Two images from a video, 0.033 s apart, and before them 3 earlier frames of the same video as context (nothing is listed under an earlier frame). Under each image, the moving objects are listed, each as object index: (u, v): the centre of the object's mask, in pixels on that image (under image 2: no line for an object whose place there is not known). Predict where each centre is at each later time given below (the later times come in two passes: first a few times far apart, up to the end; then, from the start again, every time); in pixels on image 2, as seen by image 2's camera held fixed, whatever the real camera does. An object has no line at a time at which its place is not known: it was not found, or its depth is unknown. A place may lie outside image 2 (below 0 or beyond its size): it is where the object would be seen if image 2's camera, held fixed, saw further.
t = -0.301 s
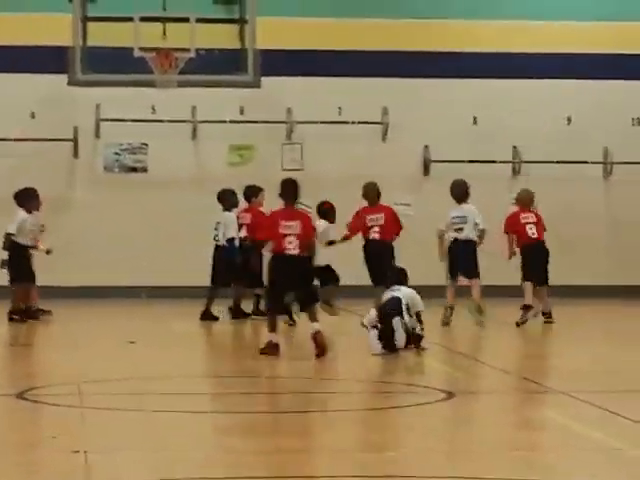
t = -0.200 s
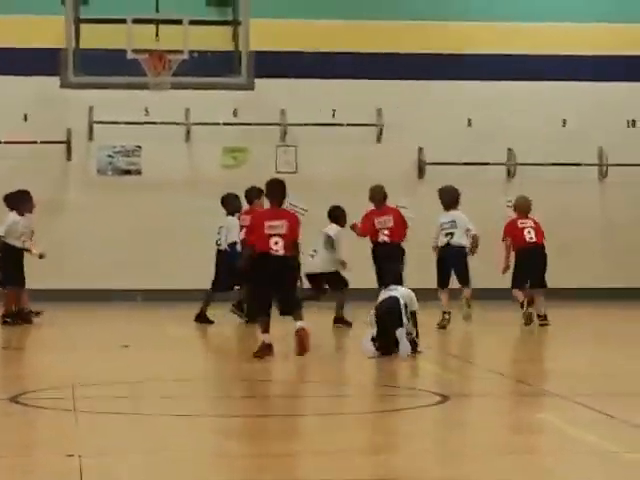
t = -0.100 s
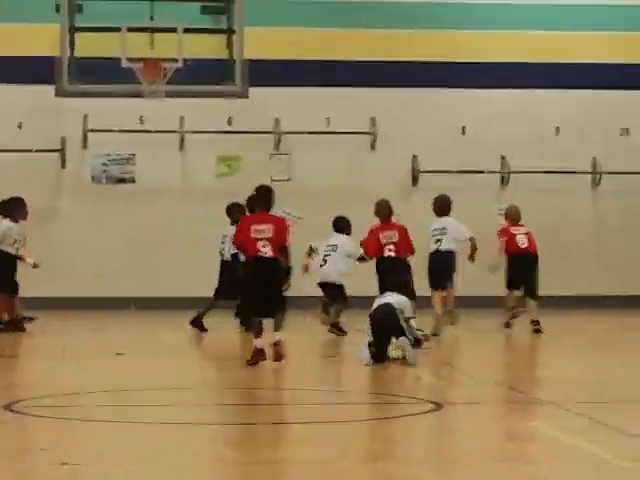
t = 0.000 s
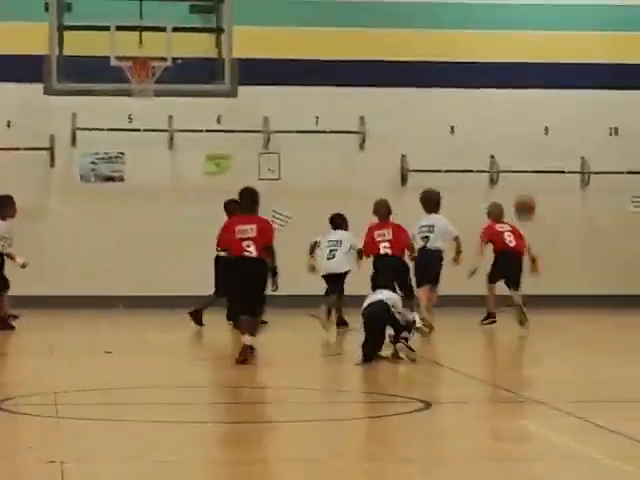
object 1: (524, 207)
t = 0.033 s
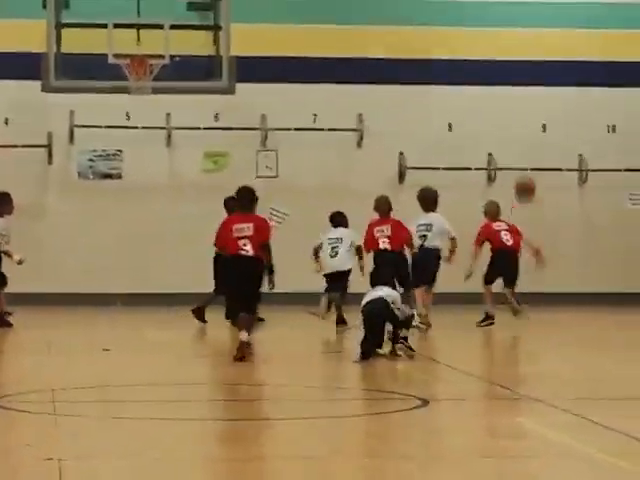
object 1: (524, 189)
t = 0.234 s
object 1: (539, 117)
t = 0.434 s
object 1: (553, 86)
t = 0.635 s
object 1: (567, 91)
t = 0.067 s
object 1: (527, 175)
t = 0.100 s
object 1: (531, 159)
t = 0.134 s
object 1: (532, 147)
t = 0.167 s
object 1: (535, 137)
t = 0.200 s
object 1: (537, 126)
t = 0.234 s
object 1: (539, 117)
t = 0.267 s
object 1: (541, 109)
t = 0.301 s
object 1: (544, 102)
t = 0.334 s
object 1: (547, 96)
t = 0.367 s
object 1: (549, 91)
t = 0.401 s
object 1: (551, 88)
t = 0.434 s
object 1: (553, 86)
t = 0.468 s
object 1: (555, 83)
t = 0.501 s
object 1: (558, 83)
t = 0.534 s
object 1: (560, 83)
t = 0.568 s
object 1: (562, 85)
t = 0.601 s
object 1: (565, 87)
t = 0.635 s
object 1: (567, 91)
